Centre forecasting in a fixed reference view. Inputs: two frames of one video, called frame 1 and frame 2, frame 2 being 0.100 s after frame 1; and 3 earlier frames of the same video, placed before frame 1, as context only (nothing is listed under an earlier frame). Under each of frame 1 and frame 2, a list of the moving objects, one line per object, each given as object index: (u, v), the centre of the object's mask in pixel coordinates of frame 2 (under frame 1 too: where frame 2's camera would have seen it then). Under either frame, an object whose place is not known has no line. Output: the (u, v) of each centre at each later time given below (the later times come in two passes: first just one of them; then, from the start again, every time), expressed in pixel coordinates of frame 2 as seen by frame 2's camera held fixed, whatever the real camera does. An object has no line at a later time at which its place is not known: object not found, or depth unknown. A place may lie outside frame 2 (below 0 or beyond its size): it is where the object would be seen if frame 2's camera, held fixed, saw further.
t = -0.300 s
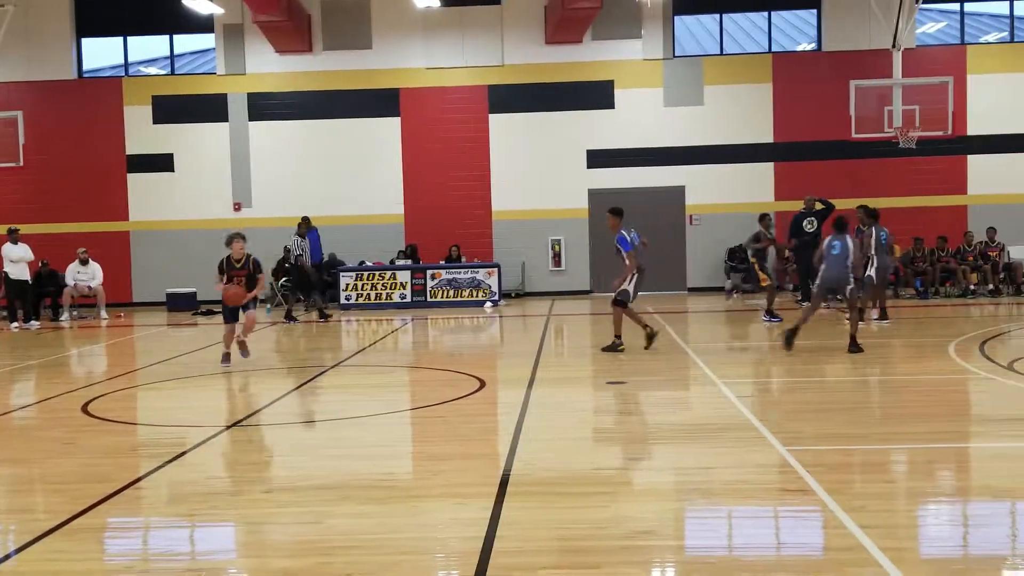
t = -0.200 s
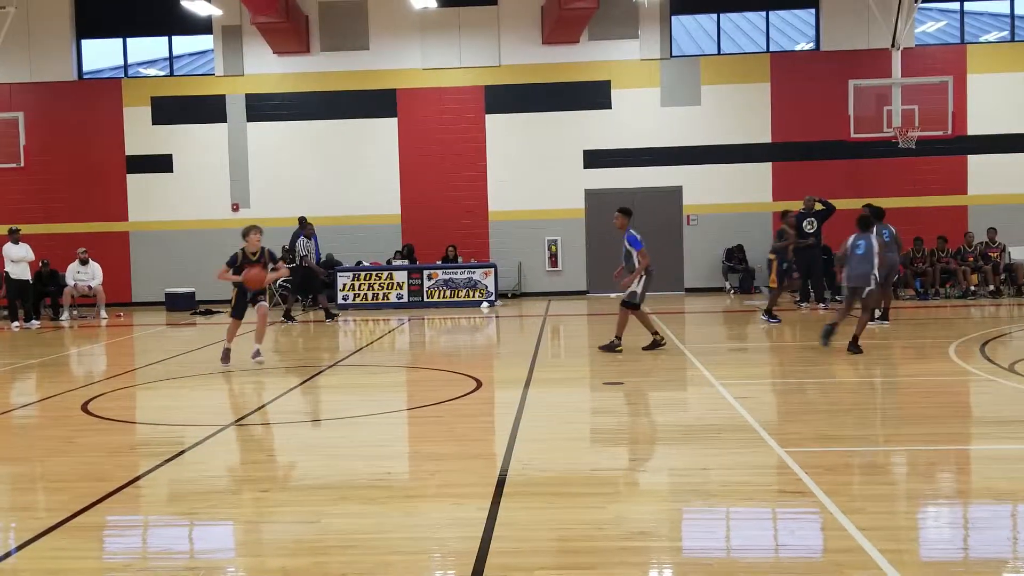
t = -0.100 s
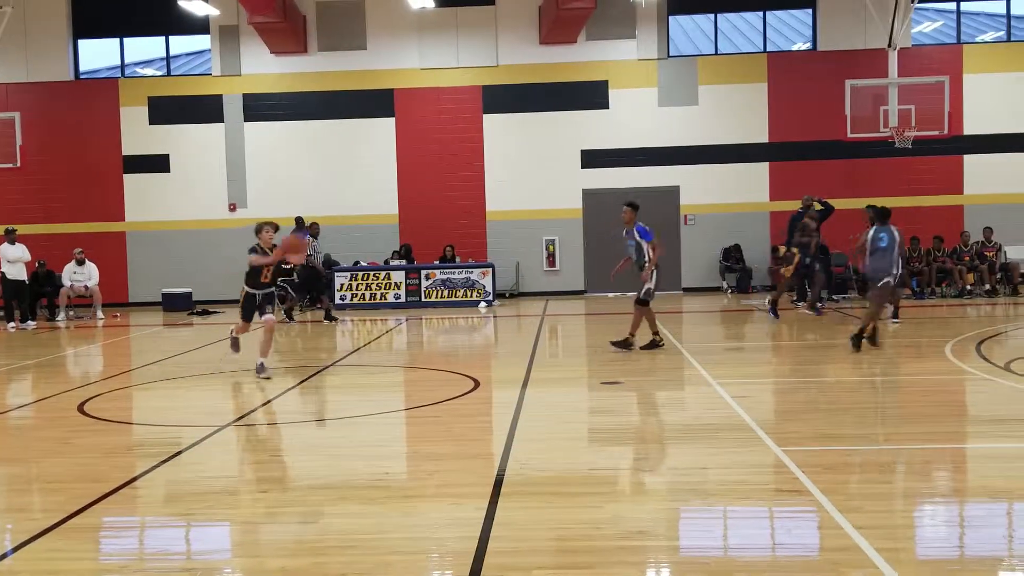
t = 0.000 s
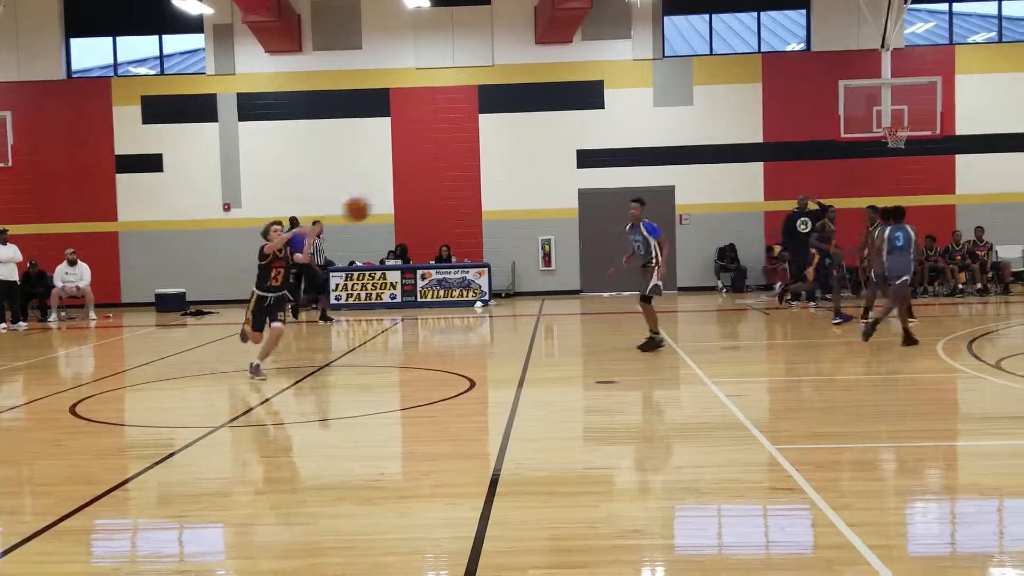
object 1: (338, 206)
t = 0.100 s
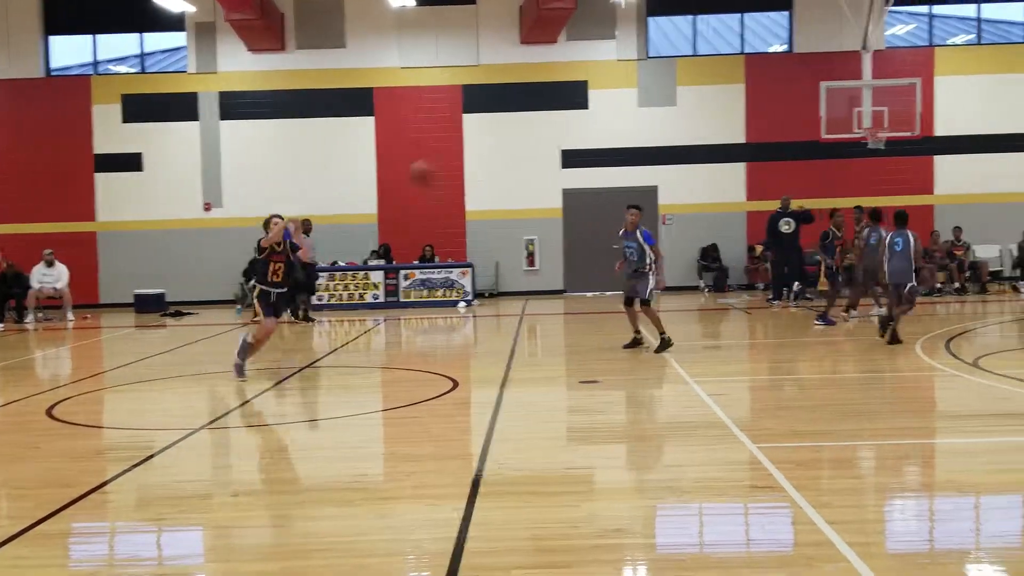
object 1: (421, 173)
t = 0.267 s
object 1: (588, 125)
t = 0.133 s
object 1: (452, 161)
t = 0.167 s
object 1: (482, 151)
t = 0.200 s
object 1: (515, 141)
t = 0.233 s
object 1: (550, 132)
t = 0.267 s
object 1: (588, 125)
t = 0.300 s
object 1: (626, 119)
